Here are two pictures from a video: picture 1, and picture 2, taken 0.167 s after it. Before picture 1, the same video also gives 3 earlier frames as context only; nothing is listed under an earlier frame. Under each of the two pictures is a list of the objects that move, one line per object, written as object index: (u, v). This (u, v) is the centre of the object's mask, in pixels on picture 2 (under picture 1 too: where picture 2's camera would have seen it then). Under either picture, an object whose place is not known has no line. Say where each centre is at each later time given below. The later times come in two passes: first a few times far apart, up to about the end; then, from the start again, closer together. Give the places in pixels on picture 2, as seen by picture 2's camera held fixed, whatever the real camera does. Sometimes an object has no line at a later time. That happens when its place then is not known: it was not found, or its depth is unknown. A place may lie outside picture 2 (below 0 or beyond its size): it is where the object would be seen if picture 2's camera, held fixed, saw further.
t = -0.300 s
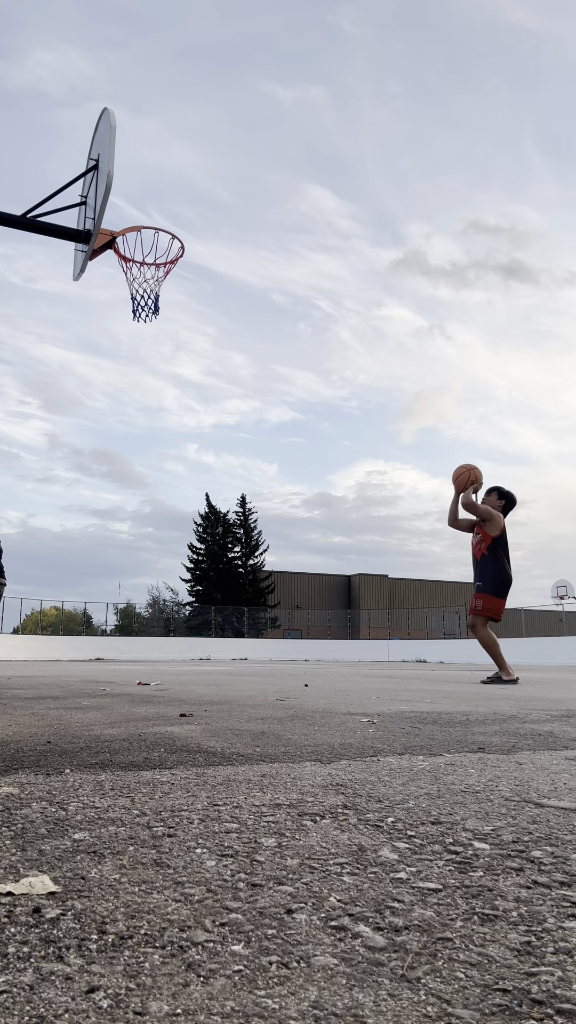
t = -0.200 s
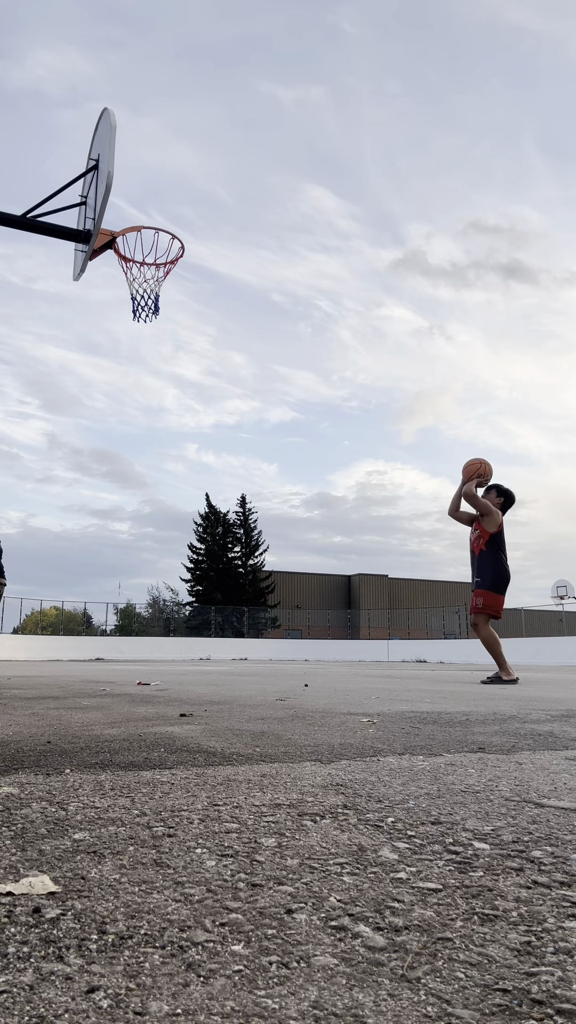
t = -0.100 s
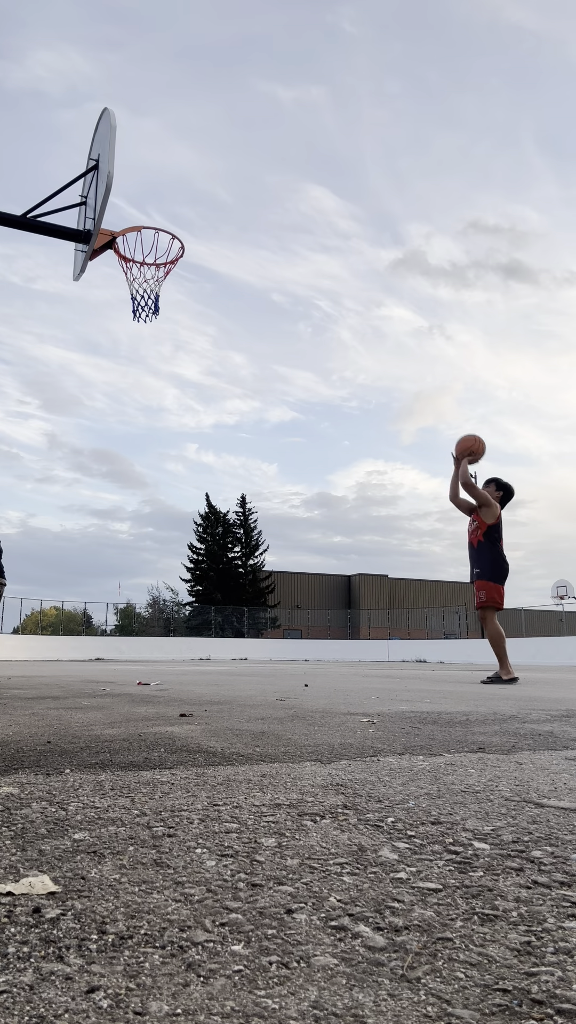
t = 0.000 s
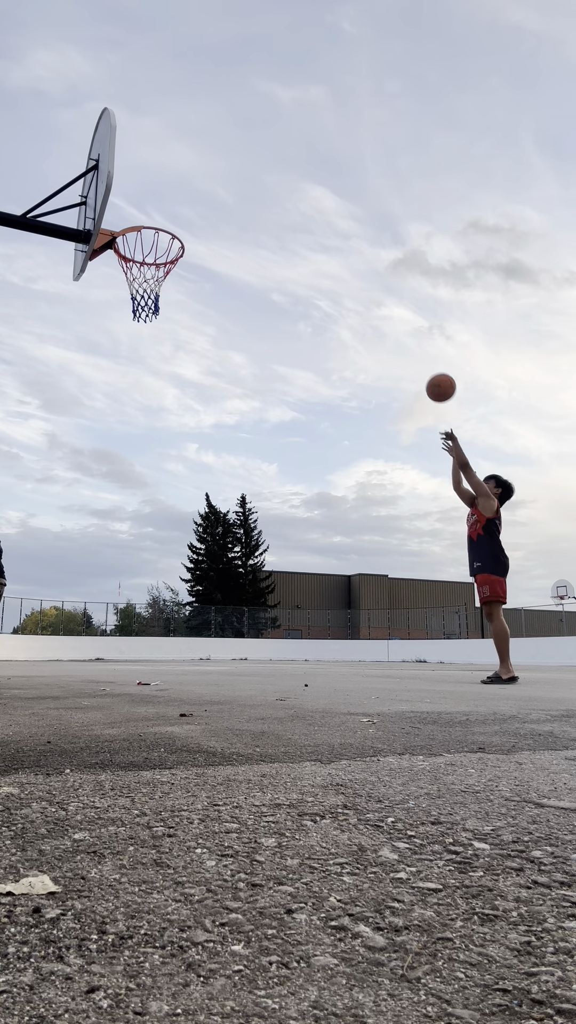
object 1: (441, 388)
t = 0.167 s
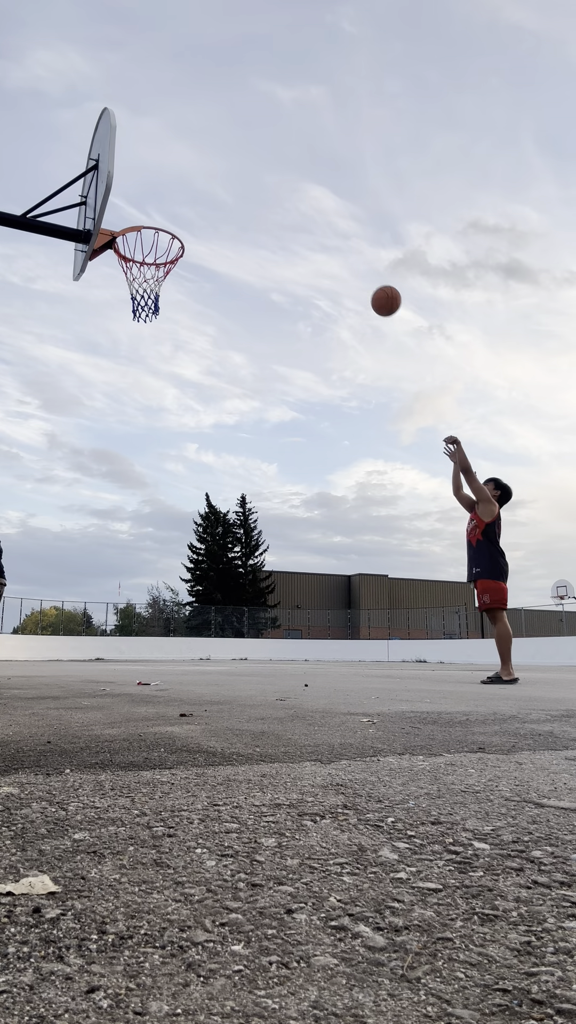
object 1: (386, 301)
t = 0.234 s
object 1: (364, 274)
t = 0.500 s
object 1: (271, 216)
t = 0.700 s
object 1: (195, 228)
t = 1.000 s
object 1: (162, 273)
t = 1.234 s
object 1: (177, 283)
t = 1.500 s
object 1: (164, 354)
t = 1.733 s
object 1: (149, 500)
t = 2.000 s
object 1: (126, 588)
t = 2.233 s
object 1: (106, 463)
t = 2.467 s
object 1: (82, 421)
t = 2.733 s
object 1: (48, 472)
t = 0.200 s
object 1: (375, 287)
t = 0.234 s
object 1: (364, 274)
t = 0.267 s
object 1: (352, 263)
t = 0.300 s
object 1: (341, 252)
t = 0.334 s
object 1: (330, 243)
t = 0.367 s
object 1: (318, 235)
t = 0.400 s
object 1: (306, 229)
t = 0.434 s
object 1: (294, 223)
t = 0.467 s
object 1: (283, 219)
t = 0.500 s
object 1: (271, 216)
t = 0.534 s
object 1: (259, 214)
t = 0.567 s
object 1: (246, 214)
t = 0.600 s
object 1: (234, 215)
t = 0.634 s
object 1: (221, 218)
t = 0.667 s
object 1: (208, 222)
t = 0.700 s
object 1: (195, 228)
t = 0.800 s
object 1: (158, 239)
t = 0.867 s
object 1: (136, 246)
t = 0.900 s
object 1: (137, 249)
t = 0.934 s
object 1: (145, 255)
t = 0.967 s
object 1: (154, 264)
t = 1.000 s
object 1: (162, 273)
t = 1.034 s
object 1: (169, 277)
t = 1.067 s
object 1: (174, 278)
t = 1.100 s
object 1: (177, 278)
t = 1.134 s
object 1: (178, 278)
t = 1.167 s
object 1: (179, 279)
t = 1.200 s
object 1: (178, 281)
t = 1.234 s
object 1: (177, 283)
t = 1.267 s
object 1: (176, 287)
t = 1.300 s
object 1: (174, 292)
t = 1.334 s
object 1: (173, 299)
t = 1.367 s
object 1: (171, 307)
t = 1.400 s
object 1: (170, 316)
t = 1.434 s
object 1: (168, 327)
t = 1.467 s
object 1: (166, 340)
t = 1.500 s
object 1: (164, 354)
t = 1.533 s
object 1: (162, 370)
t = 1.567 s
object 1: (160, 387)
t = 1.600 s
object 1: (158, 406)
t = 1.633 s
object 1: (156, 427)
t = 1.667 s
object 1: (154, 449)
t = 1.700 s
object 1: (151, 474)
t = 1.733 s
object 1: (149, 500)
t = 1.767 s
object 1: (146, 528)
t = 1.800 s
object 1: (143, 558)
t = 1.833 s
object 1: (141, 590)
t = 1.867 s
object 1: (138, 624)
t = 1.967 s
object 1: (129, 614)
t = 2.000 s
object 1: (126, 588)
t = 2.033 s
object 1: (124, 565)
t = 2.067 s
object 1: (121, 543)
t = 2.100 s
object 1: (118, 524)
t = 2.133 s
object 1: (115, 506)
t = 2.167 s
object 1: (112, 490)
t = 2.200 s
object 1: (109, 476)
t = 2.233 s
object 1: (106, 463)
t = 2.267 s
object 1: (103, 452)
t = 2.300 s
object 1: (99, 443)
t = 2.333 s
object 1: (96, 435)
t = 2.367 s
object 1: (93, 429)
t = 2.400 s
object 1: (89, 425)
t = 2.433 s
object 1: (85, 422)
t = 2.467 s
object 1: (82, 421)
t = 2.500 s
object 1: (78, 422)
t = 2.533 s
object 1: (74, 424)
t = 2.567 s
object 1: (70, 427)
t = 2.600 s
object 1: (66, 433)
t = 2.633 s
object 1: (62, 440)
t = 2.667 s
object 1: (57, 449)
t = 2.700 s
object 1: (53, 459)
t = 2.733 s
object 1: (48, 472)
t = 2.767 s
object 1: (43, 486)
